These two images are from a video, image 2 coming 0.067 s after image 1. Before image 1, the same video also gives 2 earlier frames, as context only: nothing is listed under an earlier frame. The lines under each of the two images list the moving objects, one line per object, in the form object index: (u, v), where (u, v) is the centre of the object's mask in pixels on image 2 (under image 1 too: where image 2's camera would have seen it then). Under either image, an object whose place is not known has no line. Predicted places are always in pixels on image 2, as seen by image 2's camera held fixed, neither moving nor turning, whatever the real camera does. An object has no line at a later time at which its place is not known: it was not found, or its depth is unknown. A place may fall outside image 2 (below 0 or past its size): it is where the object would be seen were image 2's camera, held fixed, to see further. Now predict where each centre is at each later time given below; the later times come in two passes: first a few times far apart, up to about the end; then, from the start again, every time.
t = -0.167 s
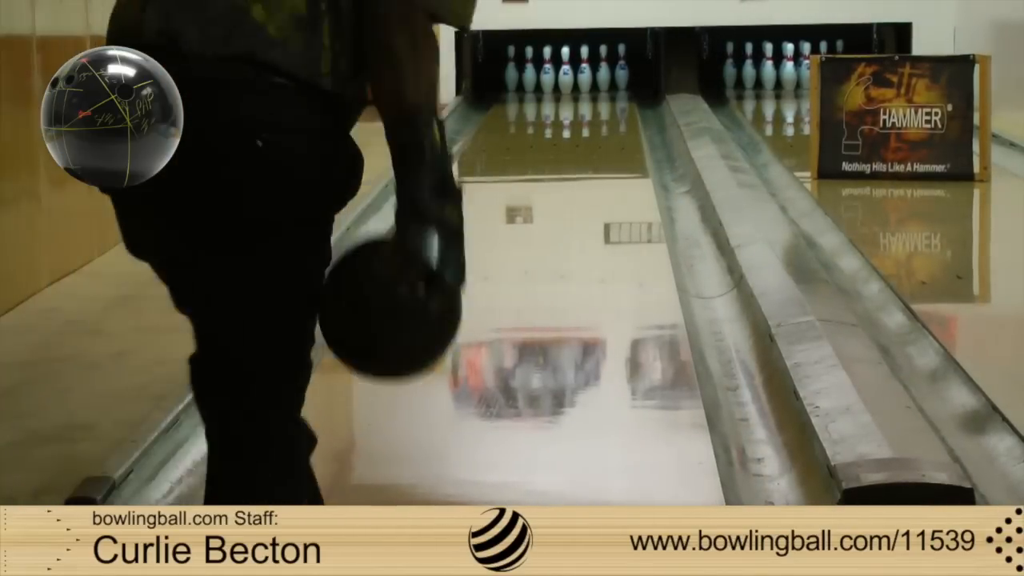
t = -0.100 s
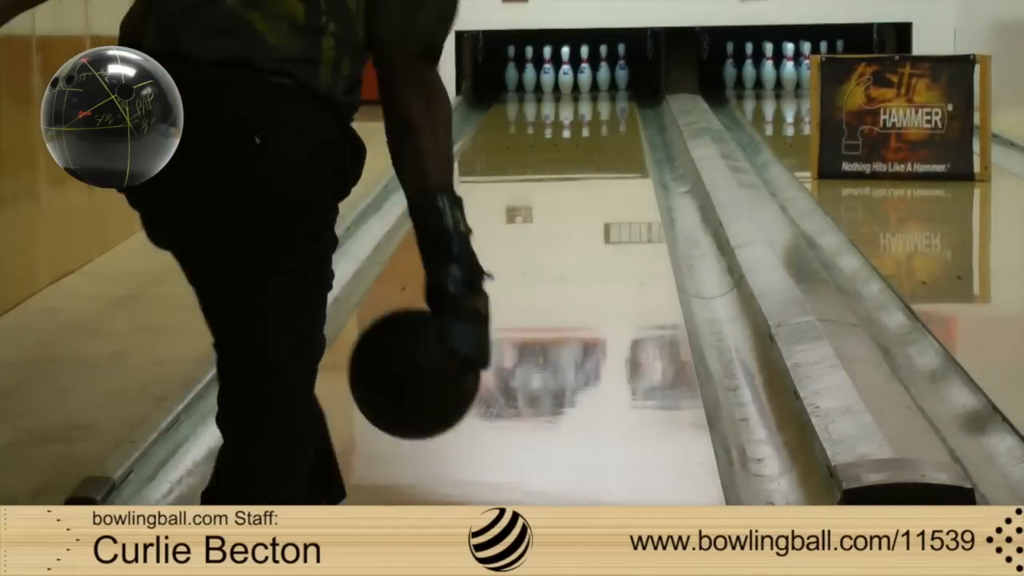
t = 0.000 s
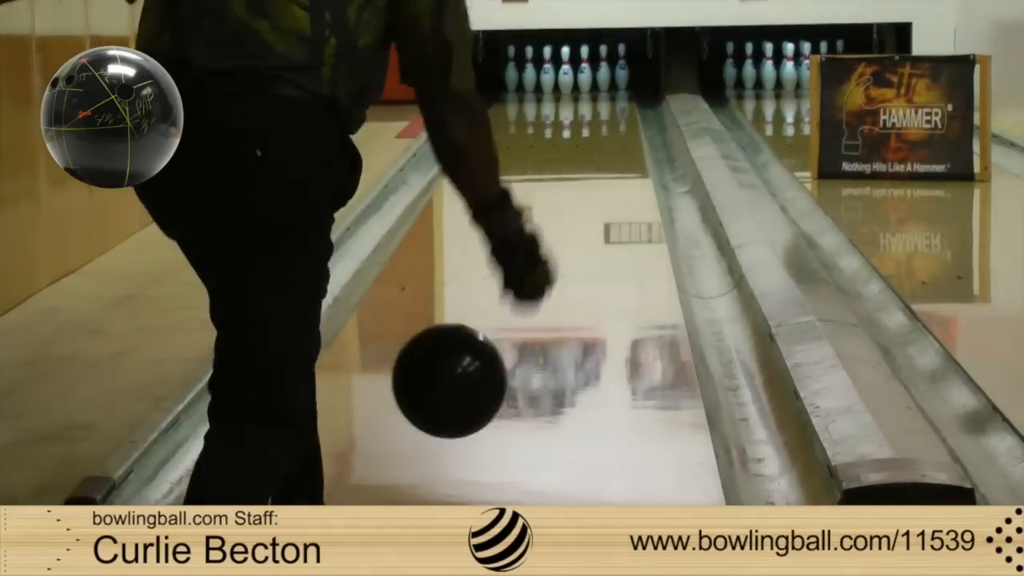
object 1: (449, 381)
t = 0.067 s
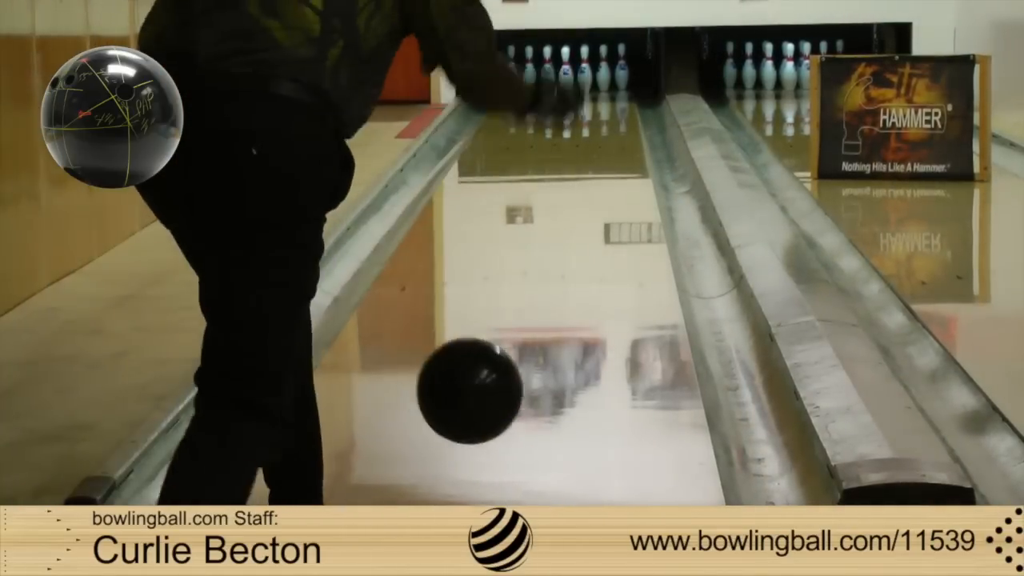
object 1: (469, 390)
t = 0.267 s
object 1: (513, 366)
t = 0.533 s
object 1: (548, 290)
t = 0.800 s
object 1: (571, 234)
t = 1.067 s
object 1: (585, 193)
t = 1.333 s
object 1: (595, 164)
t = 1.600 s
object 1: (601, 141)
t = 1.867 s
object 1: (604, 123)
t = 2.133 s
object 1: (602, 108)
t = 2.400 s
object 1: (594, 97)
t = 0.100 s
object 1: (479, 402)
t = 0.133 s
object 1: (487, 418)
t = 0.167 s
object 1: (495, 413)
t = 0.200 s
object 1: (499, 393)
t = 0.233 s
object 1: (506, 378)
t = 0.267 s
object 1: (513, 366)
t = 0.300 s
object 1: (519, 361)
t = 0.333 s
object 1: (523, 350)
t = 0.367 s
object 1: (529, 338)
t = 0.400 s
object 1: (533, 327)
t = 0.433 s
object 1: (537, 318)
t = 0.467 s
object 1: (541, 308)
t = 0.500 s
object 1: (545, 299)
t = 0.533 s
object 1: (548, 290)
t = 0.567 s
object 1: (552, 282)
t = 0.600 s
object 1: (555, 274)
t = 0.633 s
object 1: (558, 267)
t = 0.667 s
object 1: (561, 259)
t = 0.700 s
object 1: (564, 252)
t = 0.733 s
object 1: (566, 246)
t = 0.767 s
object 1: (568, 240)
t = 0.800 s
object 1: (571, 234)
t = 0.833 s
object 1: (573, 227)
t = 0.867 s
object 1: (575, 222)
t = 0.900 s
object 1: (577, 216)
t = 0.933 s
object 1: (579, 211)
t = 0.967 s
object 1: (581, 207)
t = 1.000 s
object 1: (582, 202)
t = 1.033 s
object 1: (584, 197)
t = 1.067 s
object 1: (585, 193)
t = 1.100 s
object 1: (587, 189)
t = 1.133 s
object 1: (588, 186)
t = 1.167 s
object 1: (590, 181)
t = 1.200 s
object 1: (591, 178)
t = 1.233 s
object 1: (592, 174)
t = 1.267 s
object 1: (593, 171)
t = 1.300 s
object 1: (594, 167)
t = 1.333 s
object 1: (595, 164)
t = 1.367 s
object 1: (596, 161)
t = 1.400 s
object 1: (597, 158)
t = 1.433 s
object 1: (598, 154)
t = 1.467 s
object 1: (599, 152)
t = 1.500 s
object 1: (599, 149)
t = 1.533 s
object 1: (600, 147)
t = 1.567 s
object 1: (601, 144)
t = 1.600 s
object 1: (601, 141)
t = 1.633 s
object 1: (602, 139)
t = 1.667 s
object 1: (602, 137)
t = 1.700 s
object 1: (603, 134)
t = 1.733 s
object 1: (603, 132)
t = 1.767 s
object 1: (603, 129)
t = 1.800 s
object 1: (604, 127)
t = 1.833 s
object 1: (604, 125)
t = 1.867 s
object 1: (604, 123)
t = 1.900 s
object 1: (604, 121)
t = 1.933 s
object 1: (604, 119)
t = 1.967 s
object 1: (604, 117)
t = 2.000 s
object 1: (604, 115)
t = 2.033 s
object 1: (603, 113)
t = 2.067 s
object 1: (603, 111)
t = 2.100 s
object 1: (603, 110)
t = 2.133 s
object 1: (602, 108)
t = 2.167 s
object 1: (602, 106)
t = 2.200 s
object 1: (601, 105)
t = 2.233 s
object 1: (600, 103)
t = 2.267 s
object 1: (599, 102)
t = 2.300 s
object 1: (598, 101)
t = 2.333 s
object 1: (597, 99)
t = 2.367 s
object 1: (596, 98)
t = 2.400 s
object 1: (594, 97)
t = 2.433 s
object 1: (593, 96)
